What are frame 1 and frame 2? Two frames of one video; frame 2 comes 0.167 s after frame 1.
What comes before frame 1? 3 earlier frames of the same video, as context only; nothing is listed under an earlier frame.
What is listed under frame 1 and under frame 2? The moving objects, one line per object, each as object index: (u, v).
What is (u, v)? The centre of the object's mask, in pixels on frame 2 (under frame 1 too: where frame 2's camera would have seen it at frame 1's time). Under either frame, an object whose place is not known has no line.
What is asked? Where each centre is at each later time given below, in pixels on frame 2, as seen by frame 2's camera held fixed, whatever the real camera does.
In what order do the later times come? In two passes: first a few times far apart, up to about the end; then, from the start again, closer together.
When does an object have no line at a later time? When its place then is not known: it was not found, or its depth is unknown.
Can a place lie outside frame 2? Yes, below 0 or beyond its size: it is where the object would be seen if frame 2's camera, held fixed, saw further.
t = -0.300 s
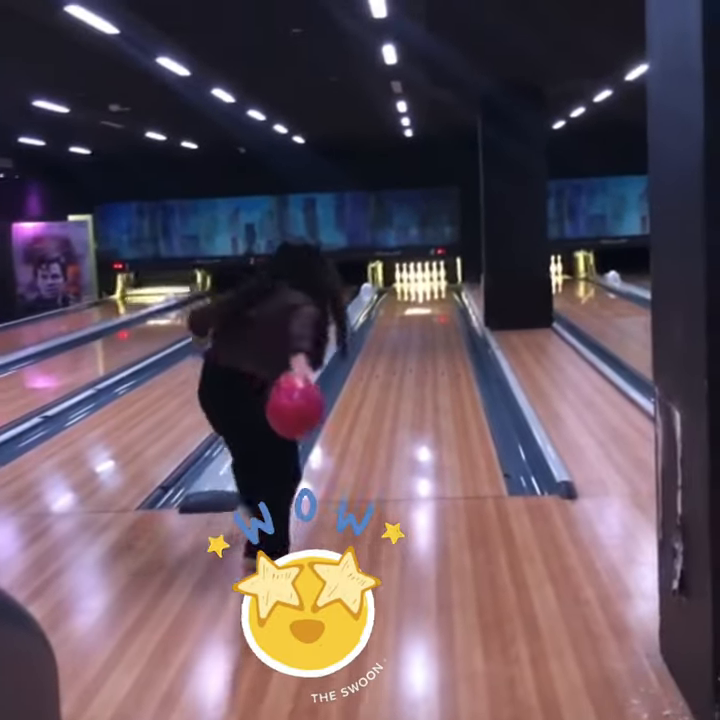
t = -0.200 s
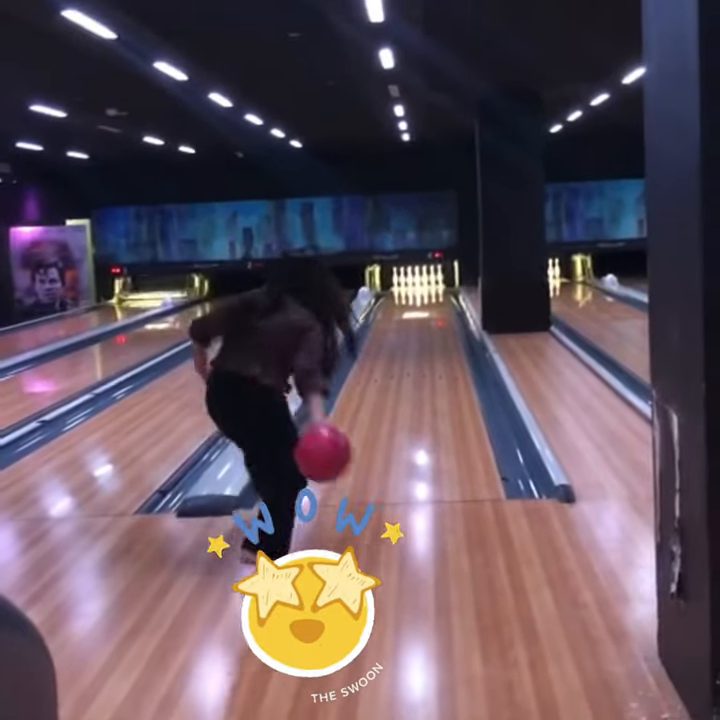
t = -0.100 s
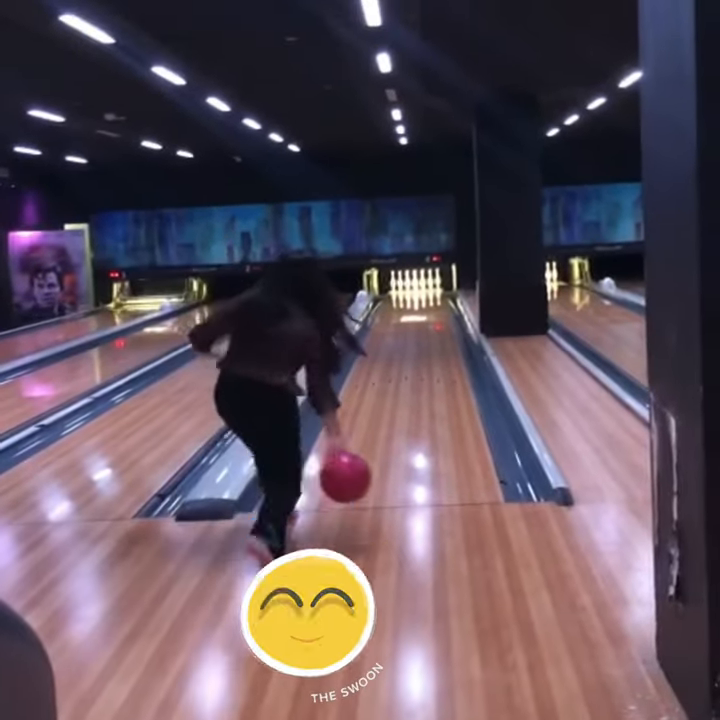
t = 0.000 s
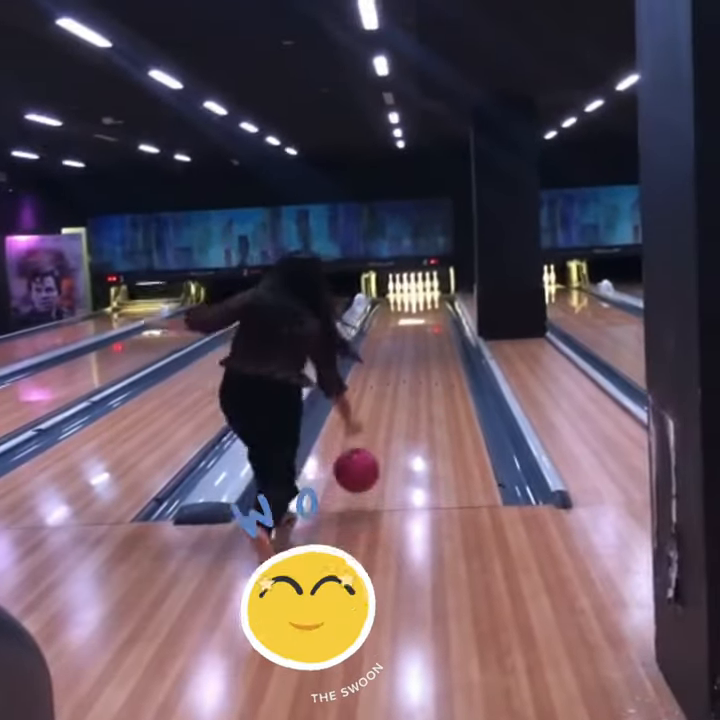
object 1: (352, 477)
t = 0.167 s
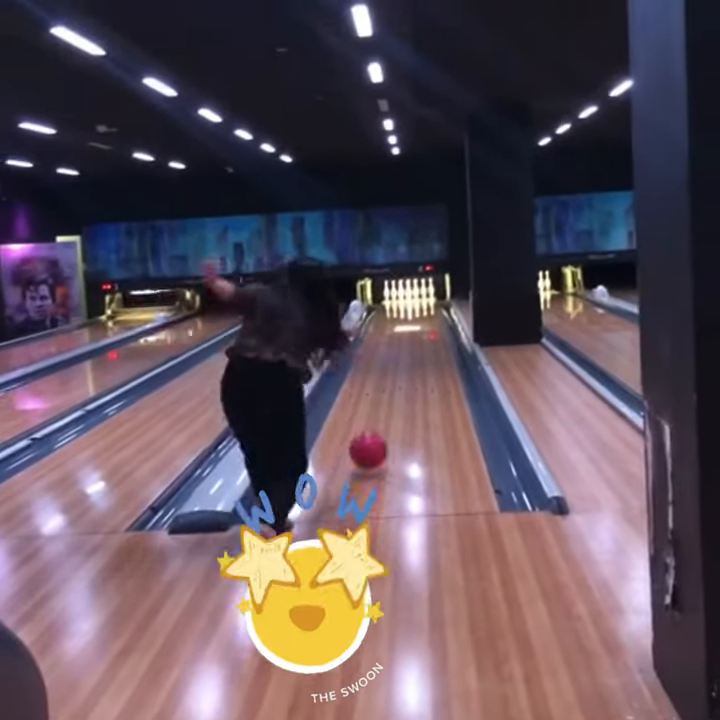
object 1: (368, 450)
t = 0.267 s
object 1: (374, 435)
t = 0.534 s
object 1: (388, 398)
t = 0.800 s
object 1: (397, 373)
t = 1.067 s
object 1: (402, 356)
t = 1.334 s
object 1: (407, 342)
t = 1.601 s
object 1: (411, 333)
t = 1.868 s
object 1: (414, 325)
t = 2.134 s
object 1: (416, 318)
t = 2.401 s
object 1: (416, 313)
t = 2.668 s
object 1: (417, 309)
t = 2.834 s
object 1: (418, 306)
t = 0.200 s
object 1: (370, 444)
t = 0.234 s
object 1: (372, 441)
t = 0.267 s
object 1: (374, 435)
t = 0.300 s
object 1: (377, 430)
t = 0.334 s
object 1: (379, 425)
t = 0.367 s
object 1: (380, 420)
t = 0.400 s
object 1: (382, 415)
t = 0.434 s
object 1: (384, 410)
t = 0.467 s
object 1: (385, 406)
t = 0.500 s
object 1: (386, 402)
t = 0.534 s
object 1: (388, 398)
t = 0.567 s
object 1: (389, 395)
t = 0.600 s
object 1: (390, 391)
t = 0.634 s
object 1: (391, 387)
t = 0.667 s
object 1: (392, 384)
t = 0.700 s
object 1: (393, 382)
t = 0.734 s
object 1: (394, 379)
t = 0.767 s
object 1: (395, 376)
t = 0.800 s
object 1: (397, 373)
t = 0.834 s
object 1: (399, 370)
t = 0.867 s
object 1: (403, 365)
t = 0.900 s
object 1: (404, 362)
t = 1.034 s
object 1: (405, 356)
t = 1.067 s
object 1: (402, 356)
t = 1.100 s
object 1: (403, 354)
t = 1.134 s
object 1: (404, 352)
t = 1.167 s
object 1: (404, 350)
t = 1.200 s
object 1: (405, 349)
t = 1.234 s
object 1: (405, 347)
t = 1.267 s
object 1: (407, 344)
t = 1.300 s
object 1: (407, 343)
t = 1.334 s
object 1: (407, 342)
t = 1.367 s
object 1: (407, 342)
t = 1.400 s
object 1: (408, 340)
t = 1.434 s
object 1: (408, 339)
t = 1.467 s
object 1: (409, 337)
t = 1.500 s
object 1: (409, 336)
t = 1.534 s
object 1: (410, 335)
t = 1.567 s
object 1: (410, 333)
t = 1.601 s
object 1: (411, 333)
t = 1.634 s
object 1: (411, 331)
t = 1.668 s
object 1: (411, 330)
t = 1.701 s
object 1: (412, 330)
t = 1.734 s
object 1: (412, 329)
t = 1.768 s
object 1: (412, 328)
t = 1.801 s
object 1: (413, 327)
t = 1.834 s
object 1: (413, 326)
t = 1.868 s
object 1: (414, 325)
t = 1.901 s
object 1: (414, 324)
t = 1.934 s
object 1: (414, 322)
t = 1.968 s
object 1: (415, 321)
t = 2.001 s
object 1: (415, 320)
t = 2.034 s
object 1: (415, 319)
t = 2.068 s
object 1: (415, 319)
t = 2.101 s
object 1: (415, 318)
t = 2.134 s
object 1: (416, 318)
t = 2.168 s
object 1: (416, 317)
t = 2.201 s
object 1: (416, 317)
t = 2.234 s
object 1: (416, 316)
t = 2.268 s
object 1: (416, 315)
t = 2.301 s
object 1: (416, 315)
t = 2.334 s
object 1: (417, 314)
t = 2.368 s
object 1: (416, 313)
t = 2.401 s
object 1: (416, 313)
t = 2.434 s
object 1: (416, 312)
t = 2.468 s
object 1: (416, 312)
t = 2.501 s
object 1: (417, 311)
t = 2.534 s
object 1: (417, 310)
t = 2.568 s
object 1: (417, 310)
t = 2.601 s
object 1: (417, 310)
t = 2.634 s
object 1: (417, 309)
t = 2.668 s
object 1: (417, 309)
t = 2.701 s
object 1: (417, 309)
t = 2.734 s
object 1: (417, 308)
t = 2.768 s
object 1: (417, 307)
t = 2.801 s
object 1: (418, 307)
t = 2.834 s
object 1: (418, 306)
